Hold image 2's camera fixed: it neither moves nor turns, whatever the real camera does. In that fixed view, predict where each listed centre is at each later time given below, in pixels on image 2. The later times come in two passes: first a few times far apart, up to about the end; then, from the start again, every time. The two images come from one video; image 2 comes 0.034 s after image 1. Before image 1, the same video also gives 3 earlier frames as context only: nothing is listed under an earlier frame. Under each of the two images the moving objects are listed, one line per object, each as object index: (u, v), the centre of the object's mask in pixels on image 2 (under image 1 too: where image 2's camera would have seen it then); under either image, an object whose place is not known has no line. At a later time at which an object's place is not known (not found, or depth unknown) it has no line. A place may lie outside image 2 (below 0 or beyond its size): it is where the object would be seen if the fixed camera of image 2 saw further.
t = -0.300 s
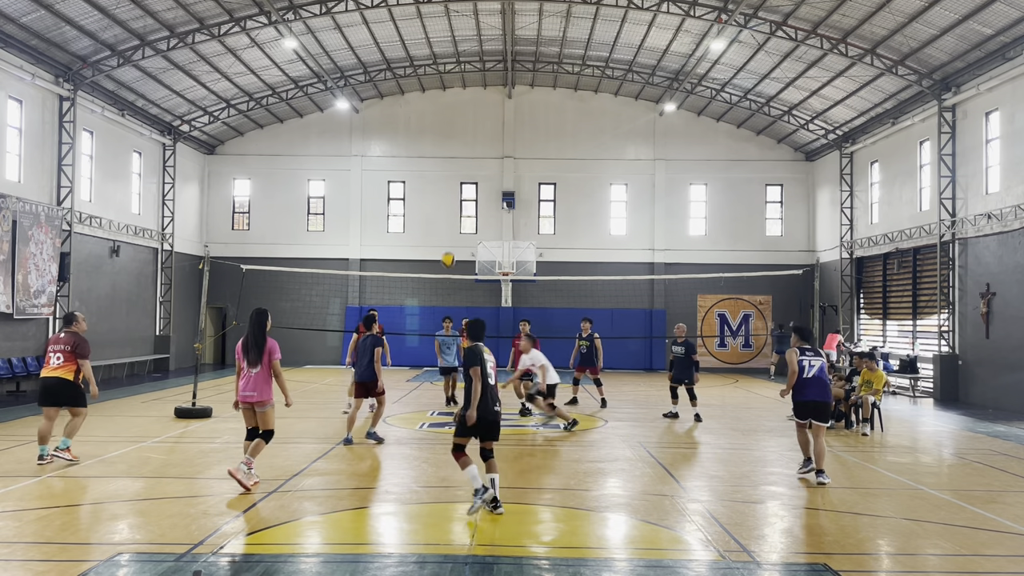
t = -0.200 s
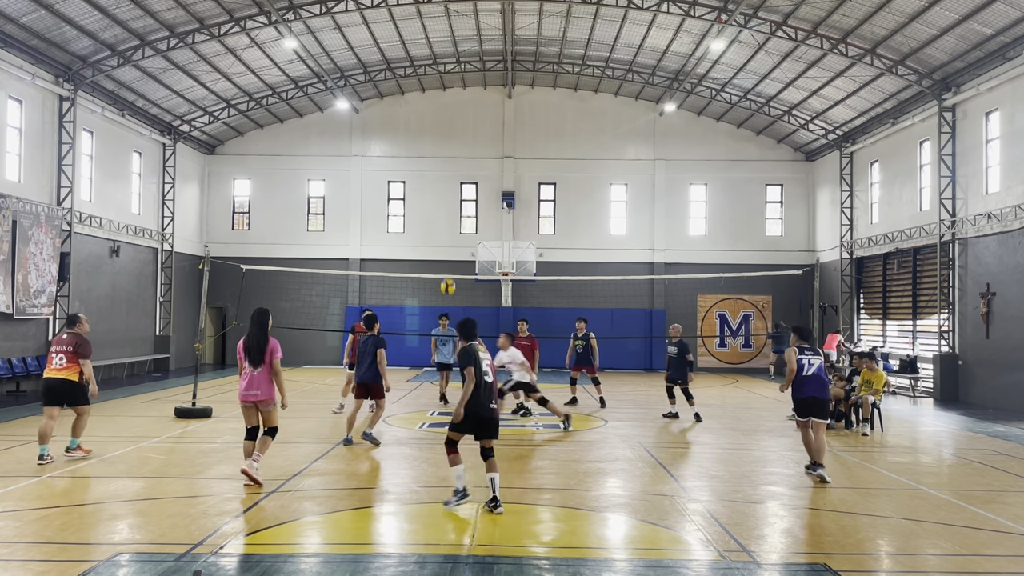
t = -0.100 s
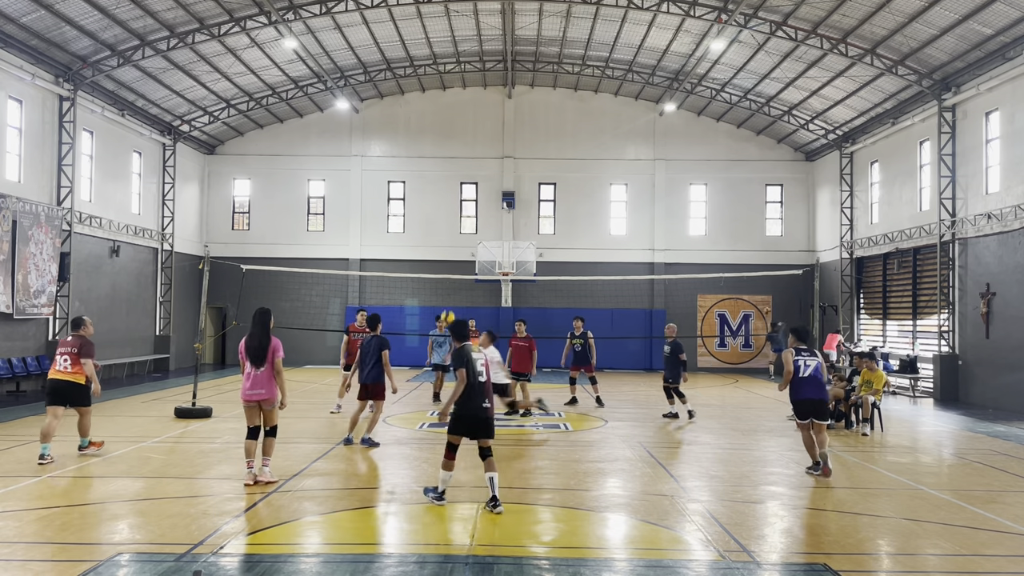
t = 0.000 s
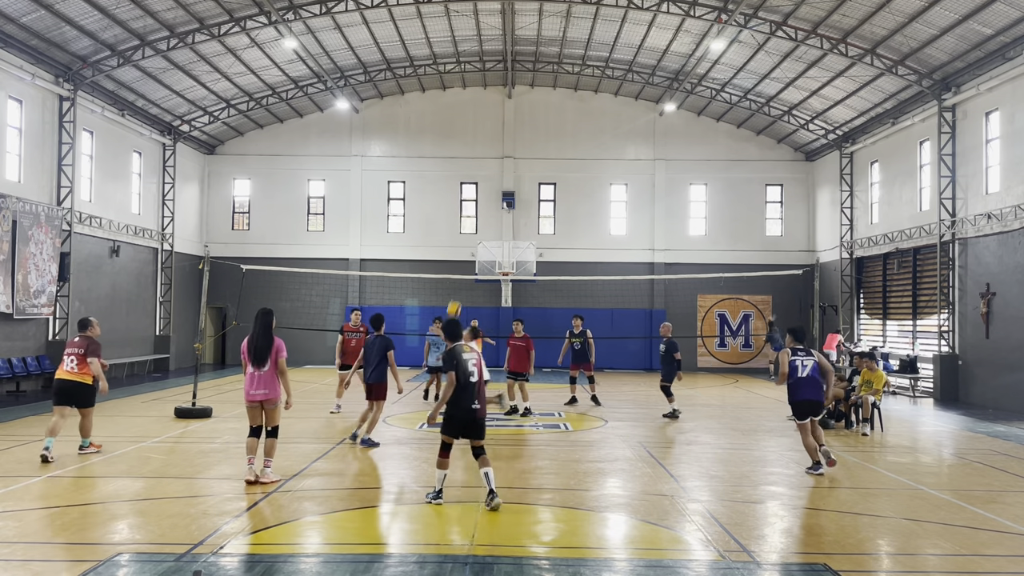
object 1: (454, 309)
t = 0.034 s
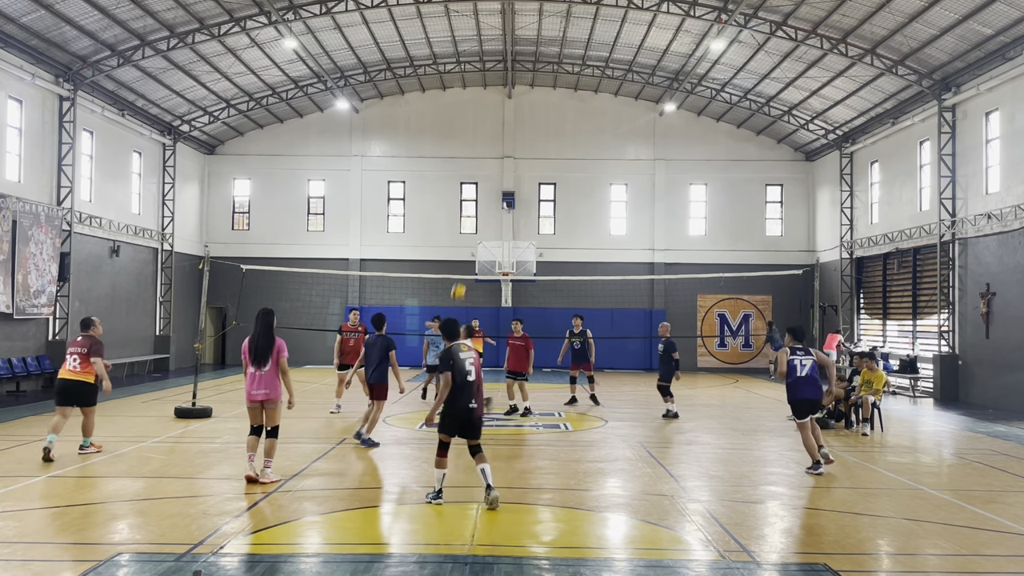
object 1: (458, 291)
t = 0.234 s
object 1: (485, 204)
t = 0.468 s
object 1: (517, 135)
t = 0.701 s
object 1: (548, 101)
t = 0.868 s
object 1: (571, 98)
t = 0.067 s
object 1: (463, 274)
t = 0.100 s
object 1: (467, 260)
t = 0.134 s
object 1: (472, 245)
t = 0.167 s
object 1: (477, 230)
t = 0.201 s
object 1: (481, 217)
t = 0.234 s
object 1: (485, 204)
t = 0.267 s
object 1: (490, 192)
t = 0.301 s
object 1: (494, 181)
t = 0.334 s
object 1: (499, 170)
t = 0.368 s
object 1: (504, 161)
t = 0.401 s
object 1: (507, 151)
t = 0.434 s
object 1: (512, 143)
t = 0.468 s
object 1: (517, 135)
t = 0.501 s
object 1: (522, 128)
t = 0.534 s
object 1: (526, 121)
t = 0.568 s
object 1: (530, 117)
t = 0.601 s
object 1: (535, 112)
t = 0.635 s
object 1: (539, 107)
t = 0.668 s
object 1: (544, 104)
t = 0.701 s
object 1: (548, 101)
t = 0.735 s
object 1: (553, 99)
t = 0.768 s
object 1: (558, 98)
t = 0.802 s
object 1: (562, 98)
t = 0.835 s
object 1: (567, 98)
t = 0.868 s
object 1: (571, 98)
